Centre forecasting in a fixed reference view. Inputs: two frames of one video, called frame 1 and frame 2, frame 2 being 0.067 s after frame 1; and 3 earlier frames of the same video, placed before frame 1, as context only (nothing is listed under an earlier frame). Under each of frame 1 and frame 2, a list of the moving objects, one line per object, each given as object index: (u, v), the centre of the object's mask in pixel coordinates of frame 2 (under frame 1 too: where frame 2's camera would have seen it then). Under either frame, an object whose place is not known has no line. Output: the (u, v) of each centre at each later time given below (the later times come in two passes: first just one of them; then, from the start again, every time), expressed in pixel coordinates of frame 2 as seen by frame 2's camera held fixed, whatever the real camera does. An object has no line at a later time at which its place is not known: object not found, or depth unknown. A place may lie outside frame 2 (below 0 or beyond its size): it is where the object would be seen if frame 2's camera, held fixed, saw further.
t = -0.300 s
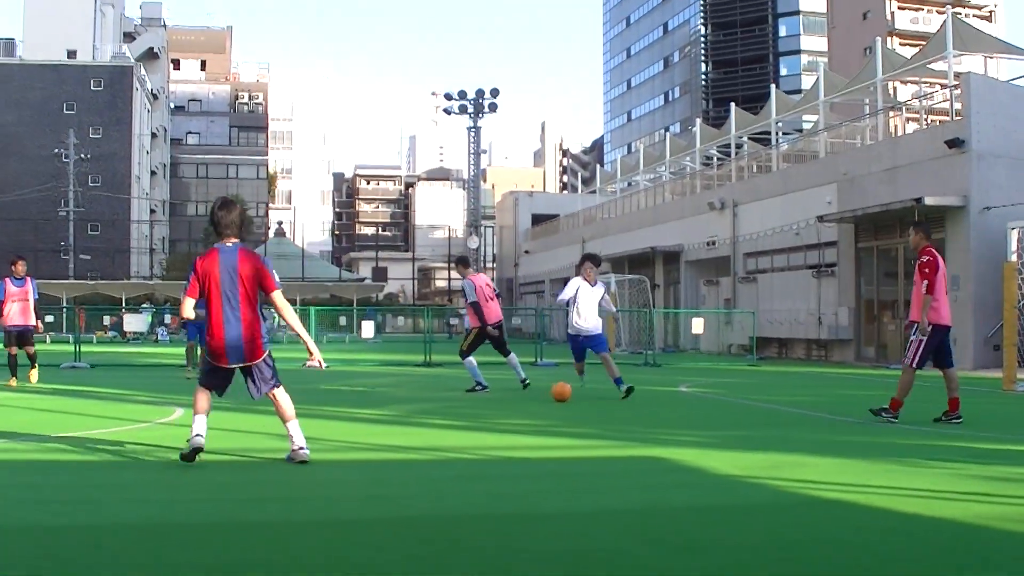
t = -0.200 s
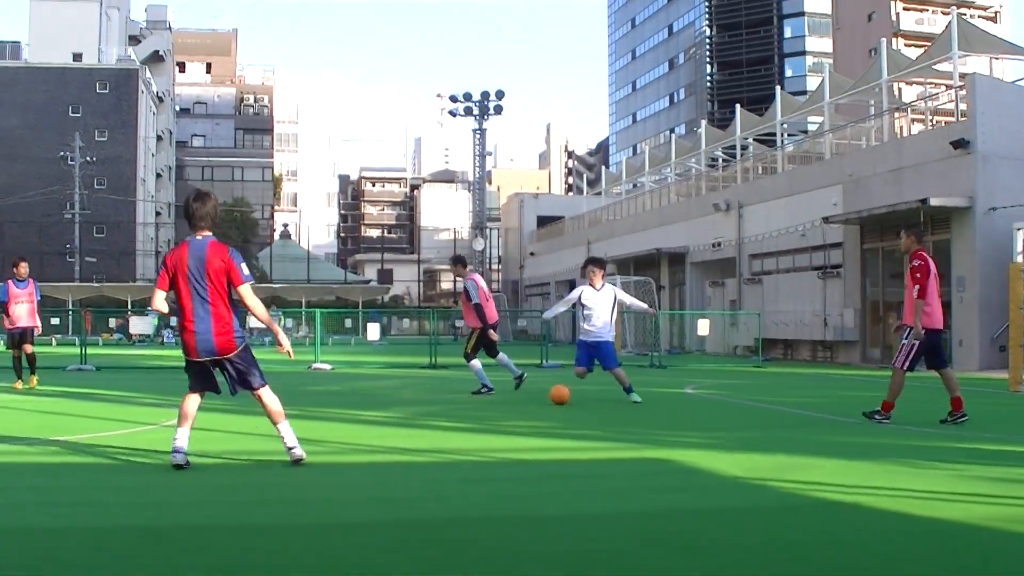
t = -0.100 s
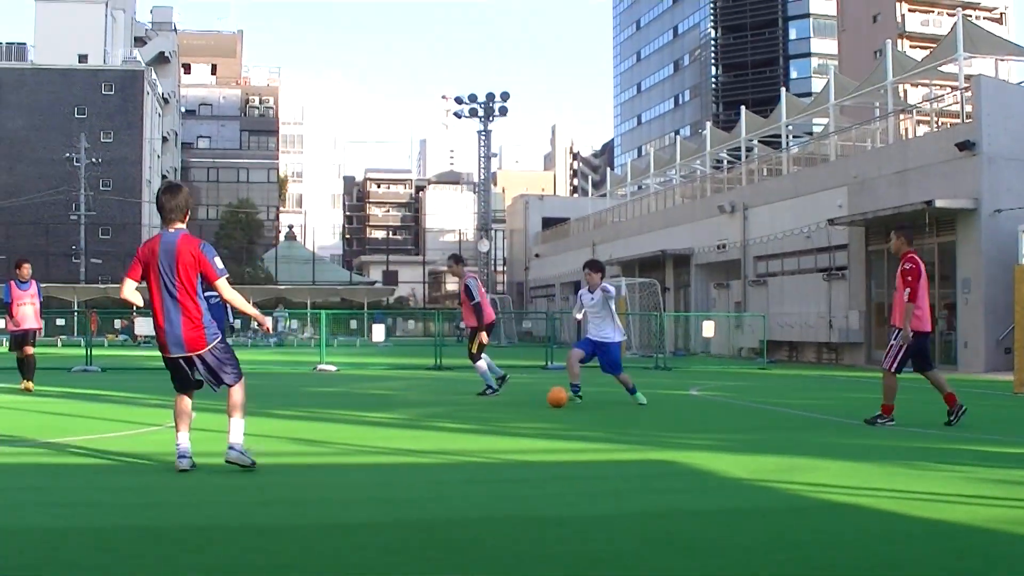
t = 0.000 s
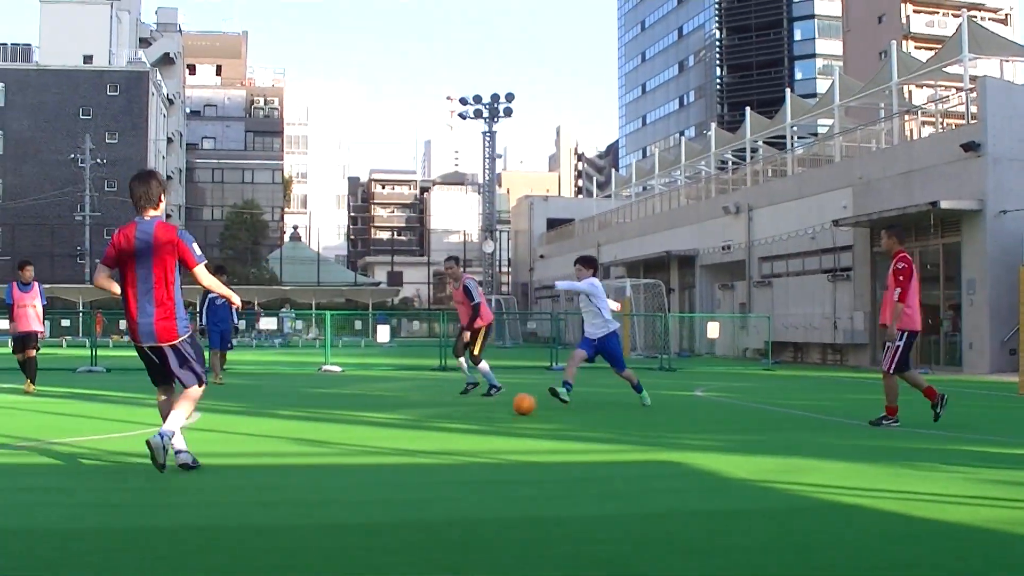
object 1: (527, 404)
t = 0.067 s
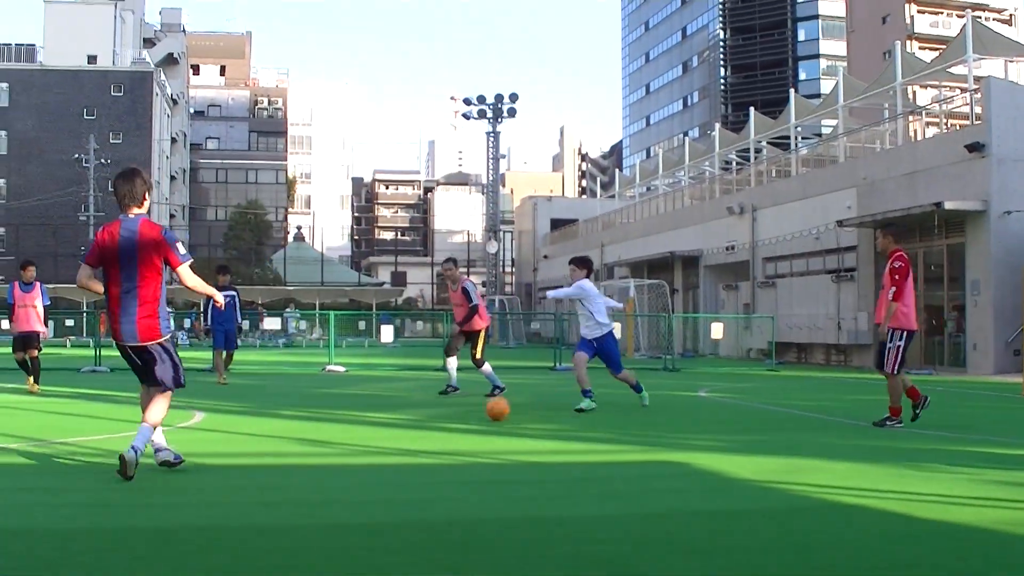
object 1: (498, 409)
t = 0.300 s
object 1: (384, 425)
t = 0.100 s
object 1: (482, 412)
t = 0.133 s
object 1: (467, 413)
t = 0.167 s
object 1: (451, 416)
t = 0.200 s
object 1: (435, 418)
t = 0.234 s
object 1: (419, 420)
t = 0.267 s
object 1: (401, 423)
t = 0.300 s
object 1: (384, 425)
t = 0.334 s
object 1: (367, 428)
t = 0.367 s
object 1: (348, 432)
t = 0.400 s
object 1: (330, 435)
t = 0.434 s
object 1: (311, 438)
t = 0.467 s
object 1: (296, 440)
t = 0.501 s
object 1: (277, 443)
